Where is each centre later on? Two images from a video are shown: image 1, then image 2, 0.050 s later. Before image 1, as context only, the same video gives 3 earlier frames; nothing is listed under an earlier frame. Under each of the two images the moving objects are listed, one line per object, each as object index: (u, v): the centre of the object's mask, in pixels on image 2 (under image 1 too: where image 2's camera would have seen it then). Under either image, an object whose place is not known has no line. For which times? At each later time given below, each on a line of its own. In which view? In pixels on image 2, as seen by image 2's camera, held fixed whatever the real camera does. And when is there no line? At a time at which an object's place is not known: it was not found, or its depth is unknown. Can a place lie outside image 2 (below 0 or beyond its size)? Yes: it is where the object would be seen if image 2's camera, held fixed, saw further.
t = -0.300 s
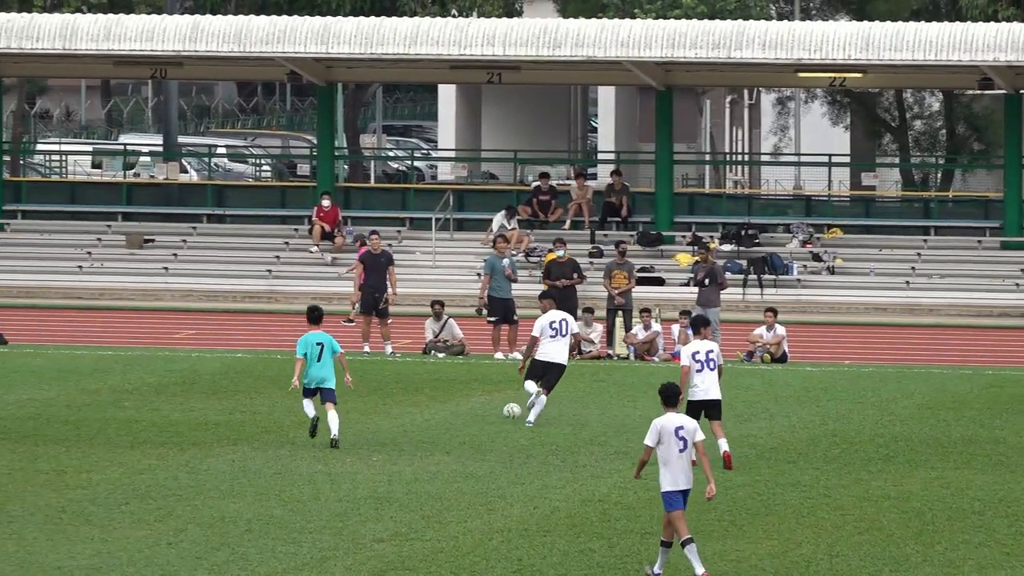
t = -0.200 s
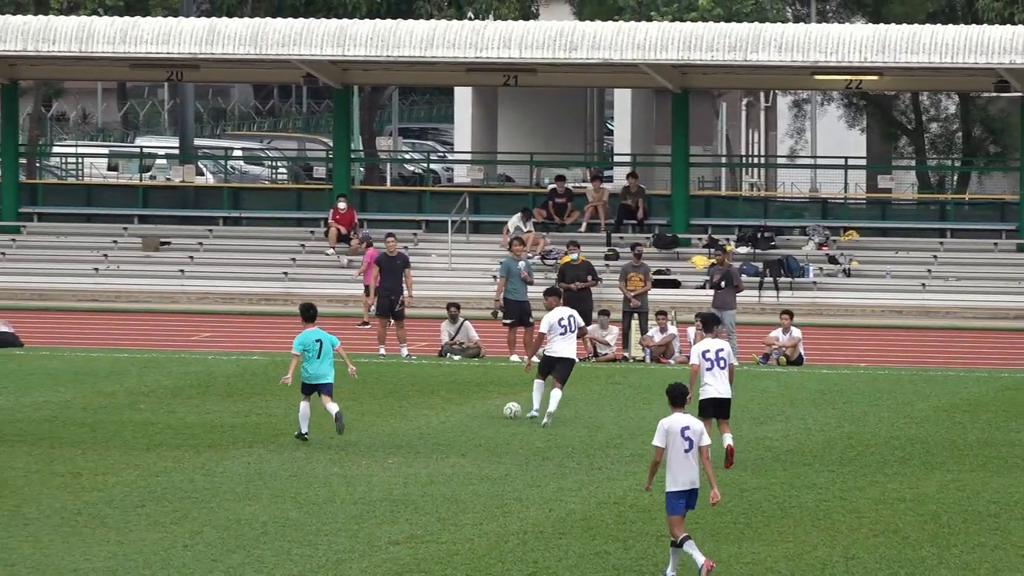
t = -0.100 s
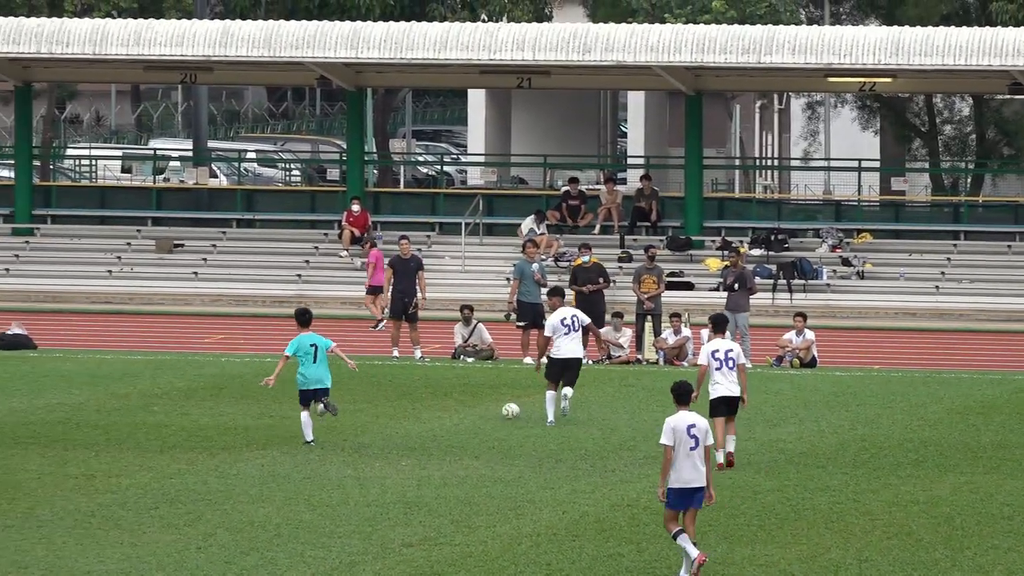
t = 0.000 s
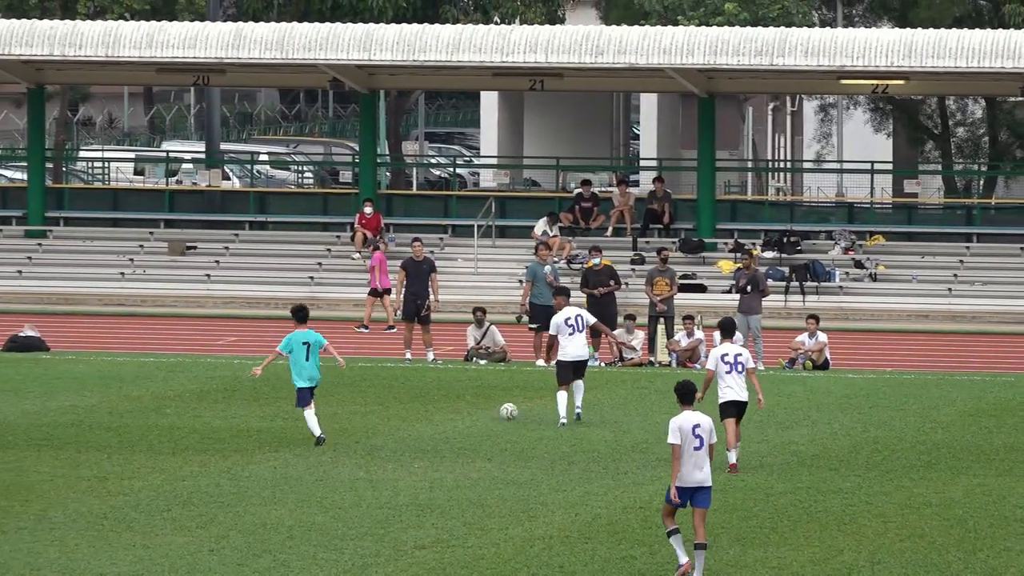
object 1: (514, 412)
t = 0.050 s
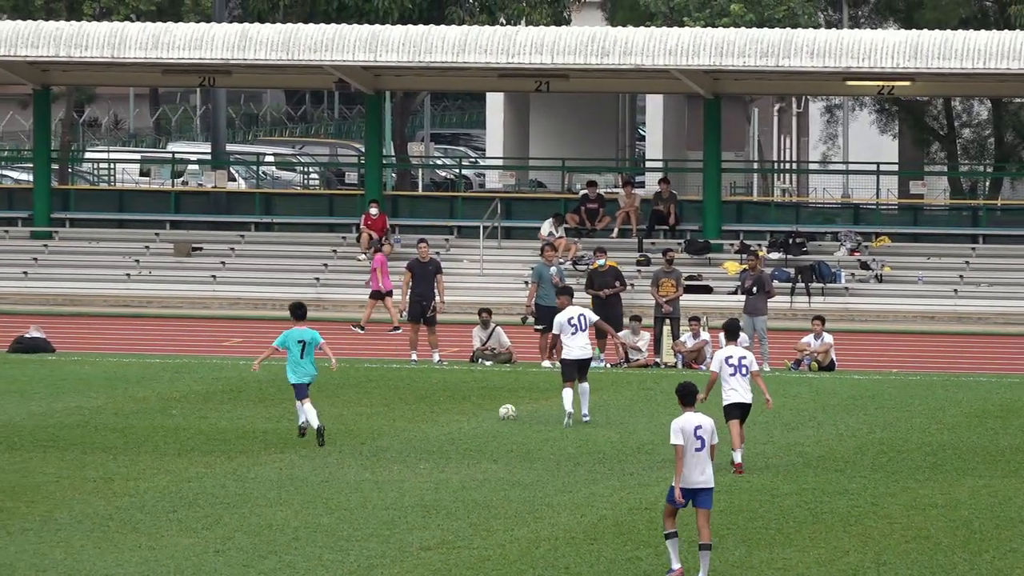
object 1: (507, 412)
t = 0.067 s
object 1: (505, 412)
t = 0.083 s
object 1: (503, 412)
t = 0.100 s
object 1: (500, 411)
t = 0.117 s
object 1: (498, 411)
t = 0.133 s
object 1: (496, 411)
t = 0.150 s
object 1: (494, 411)
